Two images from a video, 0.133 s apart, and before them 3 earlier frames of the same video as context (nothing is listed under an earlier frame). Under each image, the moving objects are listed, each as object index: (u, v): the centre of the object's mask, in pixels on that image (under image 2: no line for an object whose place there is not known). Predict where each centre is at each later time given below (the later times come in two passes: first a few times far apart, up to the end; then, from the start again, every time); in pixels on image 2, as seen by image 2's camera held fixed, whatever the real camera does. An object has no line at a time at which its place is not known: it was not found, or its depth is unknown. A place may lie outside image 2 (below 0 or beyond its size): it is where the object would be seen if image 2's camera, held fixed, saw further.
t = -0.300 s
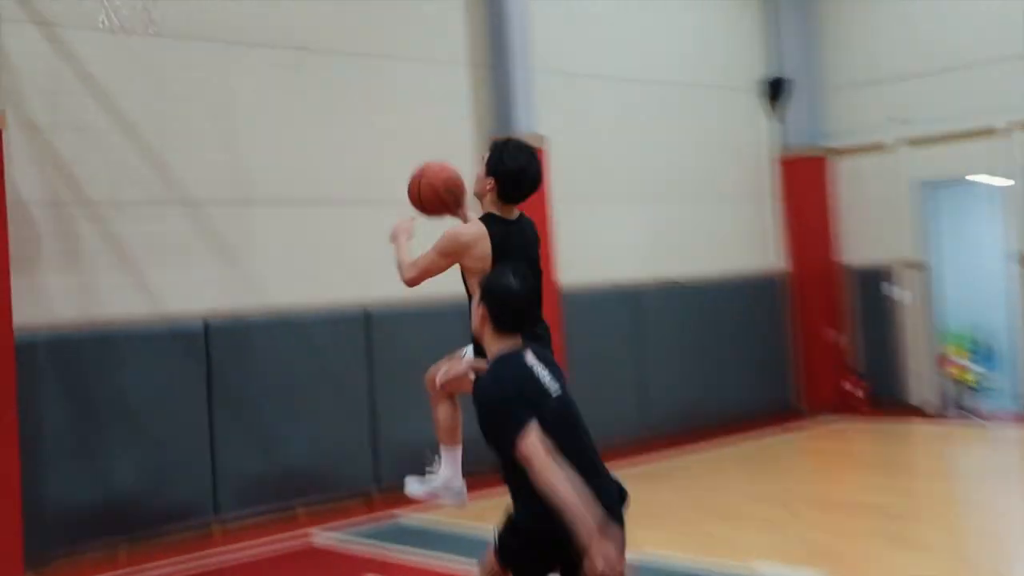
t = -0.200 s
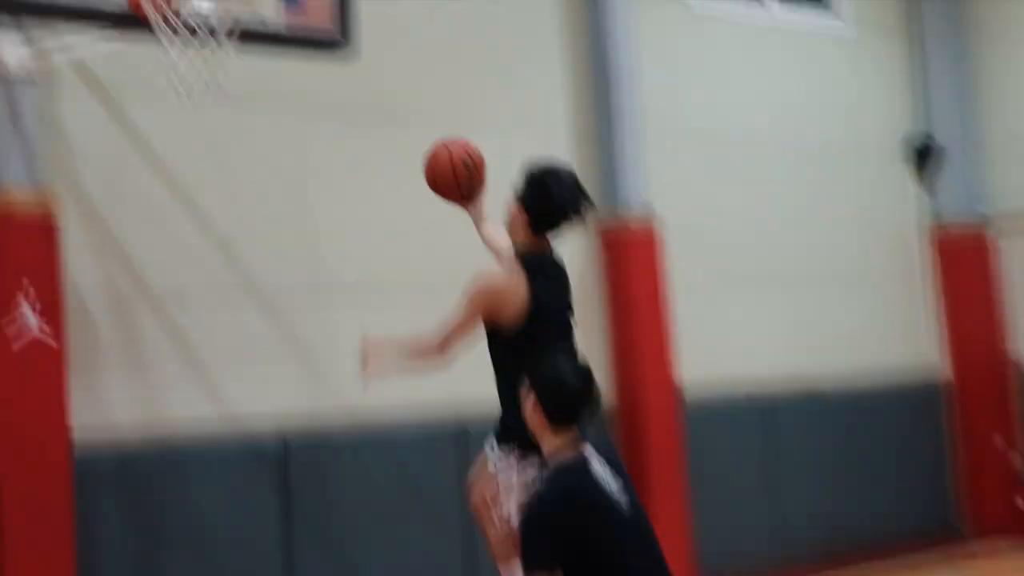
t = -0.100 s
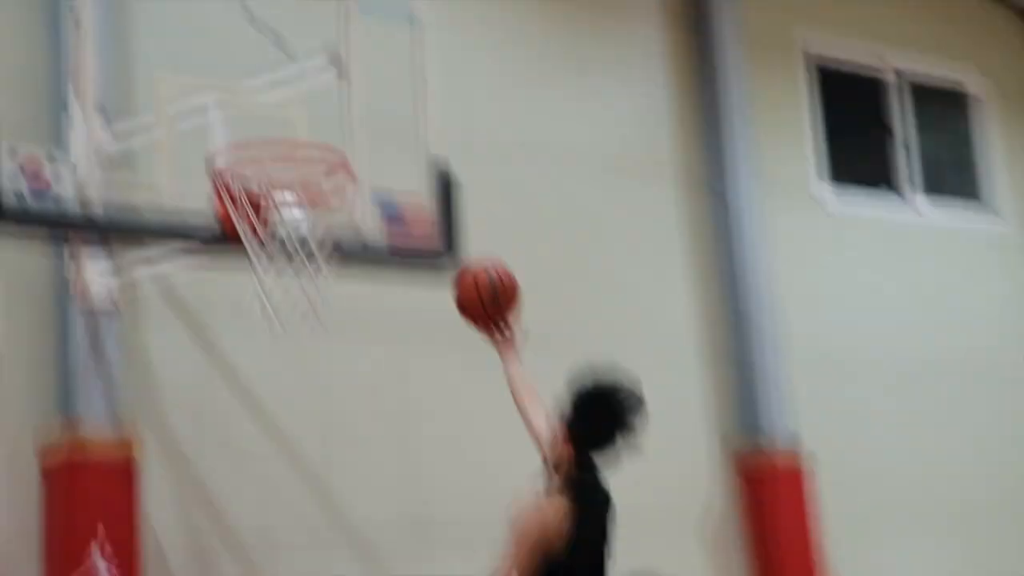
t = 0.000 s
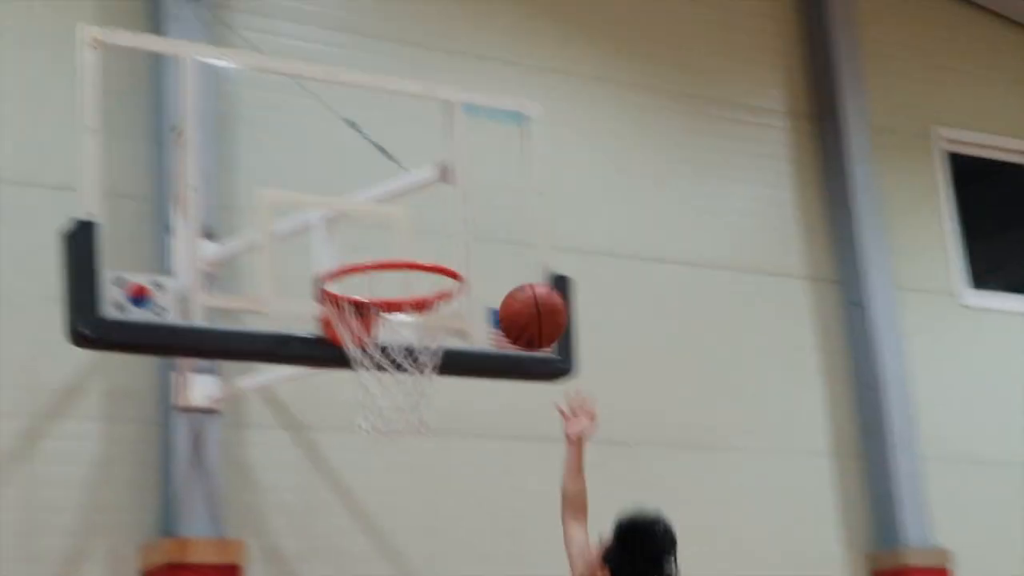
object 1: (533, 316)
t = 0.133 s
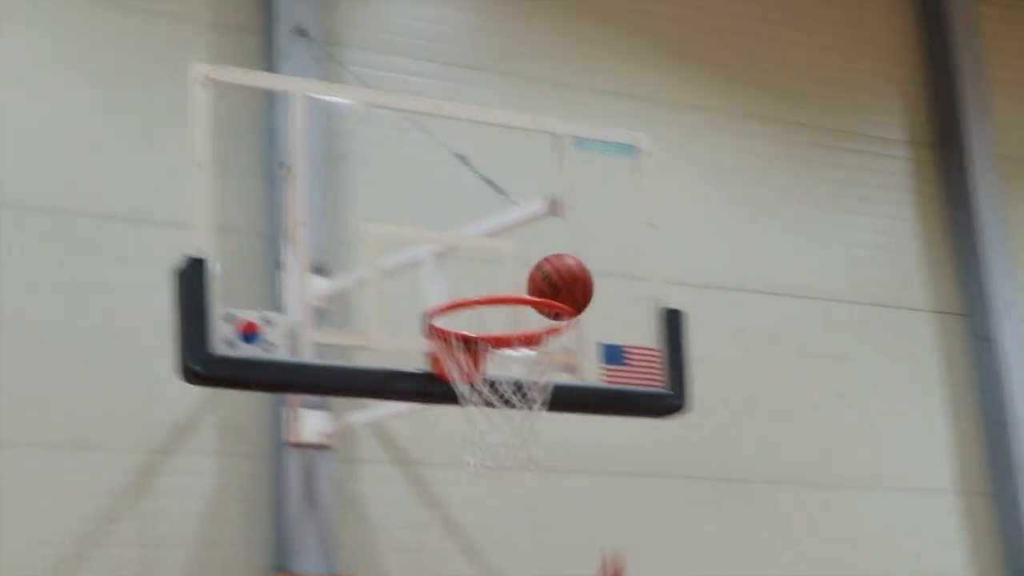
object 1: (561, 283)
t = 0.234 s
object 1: (536, 249)
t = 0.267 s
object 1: (533, 242)
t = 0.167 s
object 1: (543, 273)
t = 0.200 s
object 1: (539, 262)
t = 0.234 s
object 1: (536, 249)
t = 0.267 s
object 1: (533, 242)
